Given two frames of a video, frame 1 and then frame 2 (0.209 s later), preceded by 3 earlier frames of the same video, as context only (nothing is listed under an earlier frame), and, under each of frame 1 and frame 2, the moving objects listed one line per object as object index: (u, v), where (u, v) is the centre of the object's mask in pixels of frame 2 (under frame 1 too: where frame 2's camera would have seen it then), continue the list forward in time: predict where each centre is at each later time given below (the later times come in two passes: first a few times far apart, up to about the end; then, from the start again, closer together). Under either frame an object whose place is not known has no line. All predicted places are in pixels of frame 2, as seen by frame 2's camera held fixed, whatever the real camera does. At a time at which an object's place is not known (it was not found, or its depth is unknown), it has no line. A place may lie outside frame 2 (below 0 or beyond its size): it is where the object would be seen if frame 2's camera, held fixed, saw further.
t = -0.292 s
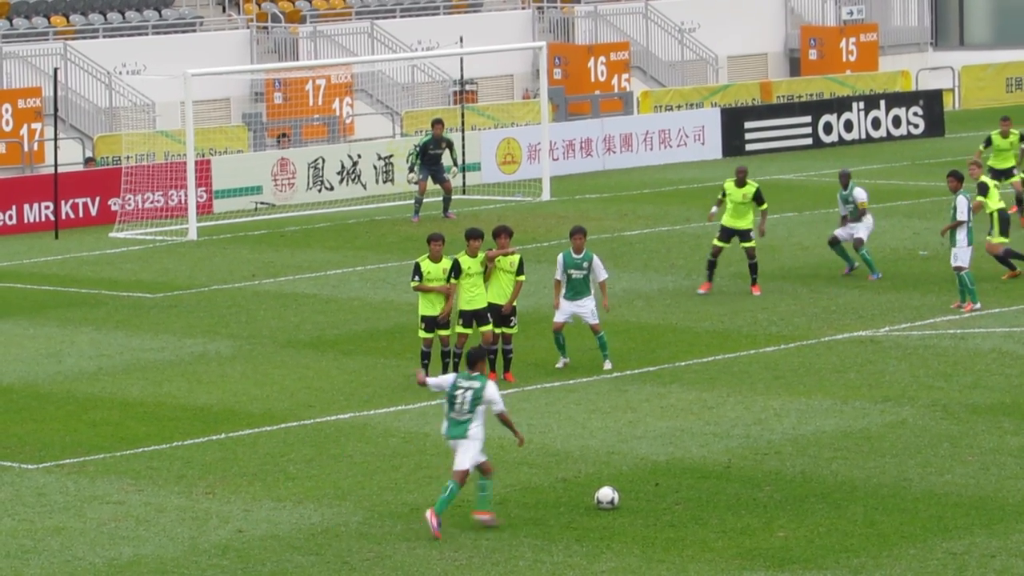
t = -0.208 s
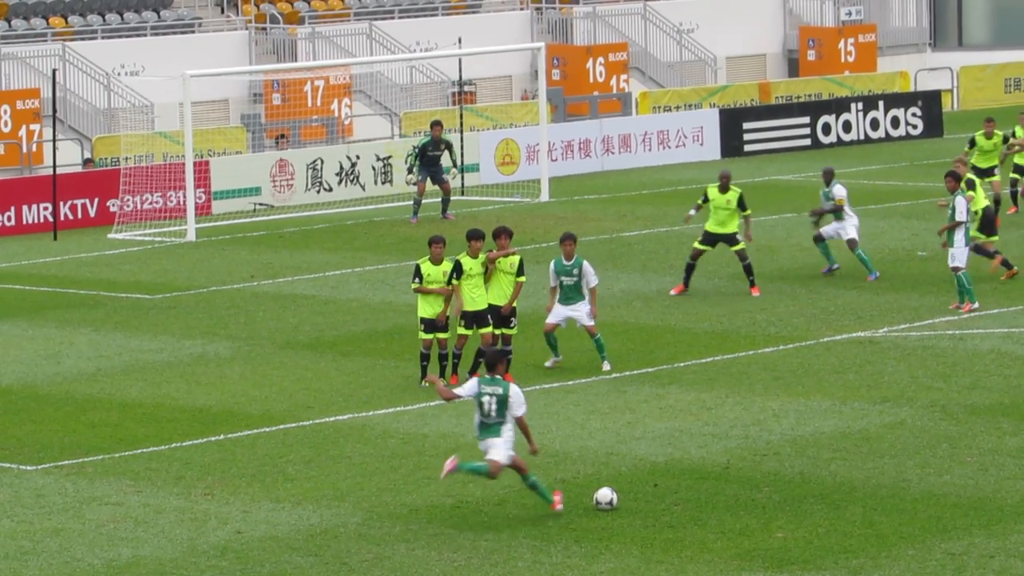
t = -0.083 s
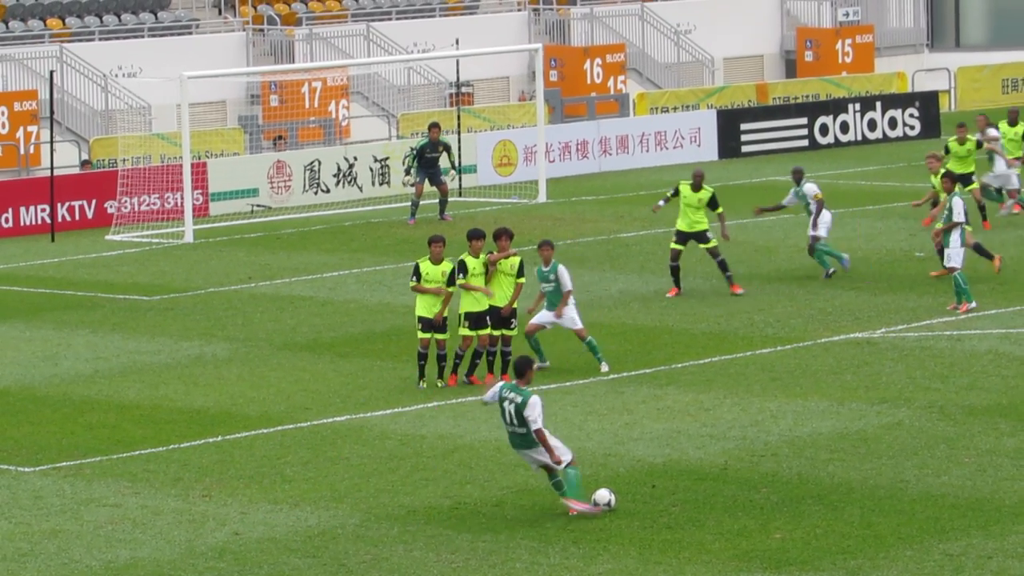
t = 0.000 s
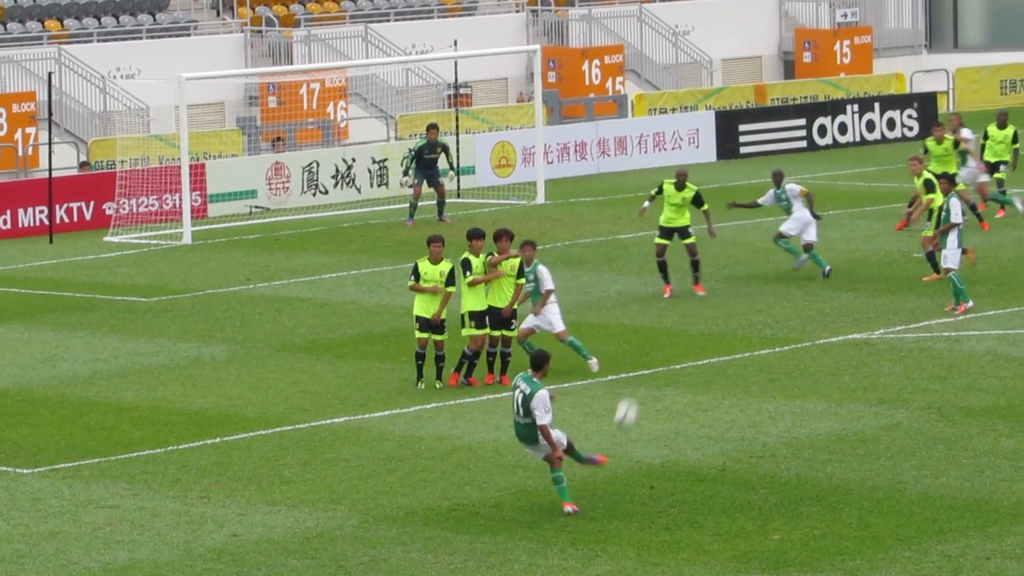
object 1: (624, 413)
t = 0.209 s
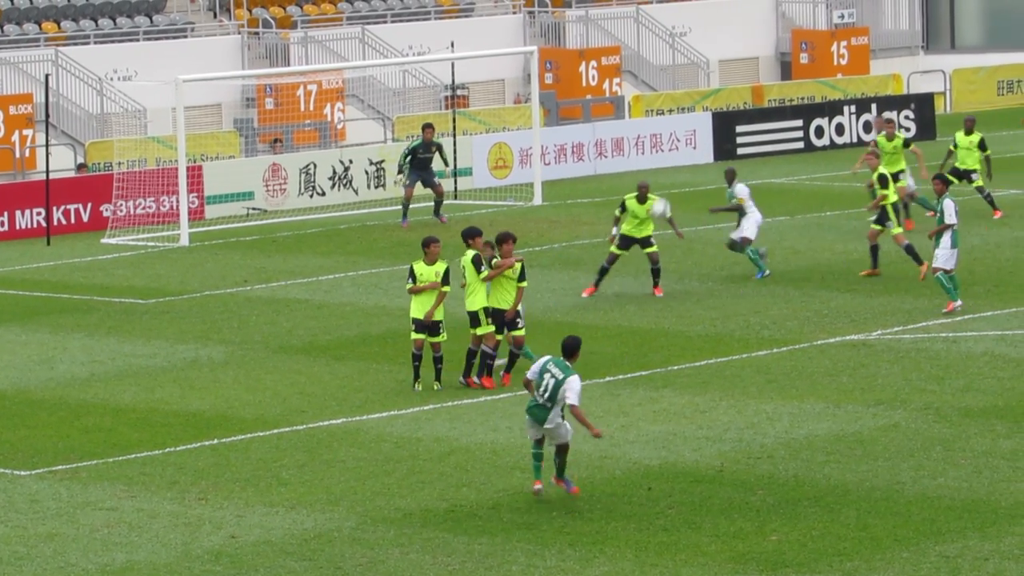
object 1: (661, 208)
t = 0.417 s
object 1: (655, 86)
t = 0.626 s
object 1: (622, 24)
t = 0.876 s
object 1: (563, 6)
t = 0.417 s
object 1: (655, 86)
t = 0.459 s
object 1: (649, 69)
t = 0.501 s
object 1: (645, 55)
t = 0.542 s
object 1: (637, 43)
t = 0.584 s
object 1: (630, 33)
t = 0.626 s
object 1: (622, 24)
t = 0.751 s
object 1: (594, 9)
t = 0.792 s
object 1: (584, 6)
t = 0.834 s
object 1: (573, 5)
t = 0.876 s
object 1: (563, 6)
